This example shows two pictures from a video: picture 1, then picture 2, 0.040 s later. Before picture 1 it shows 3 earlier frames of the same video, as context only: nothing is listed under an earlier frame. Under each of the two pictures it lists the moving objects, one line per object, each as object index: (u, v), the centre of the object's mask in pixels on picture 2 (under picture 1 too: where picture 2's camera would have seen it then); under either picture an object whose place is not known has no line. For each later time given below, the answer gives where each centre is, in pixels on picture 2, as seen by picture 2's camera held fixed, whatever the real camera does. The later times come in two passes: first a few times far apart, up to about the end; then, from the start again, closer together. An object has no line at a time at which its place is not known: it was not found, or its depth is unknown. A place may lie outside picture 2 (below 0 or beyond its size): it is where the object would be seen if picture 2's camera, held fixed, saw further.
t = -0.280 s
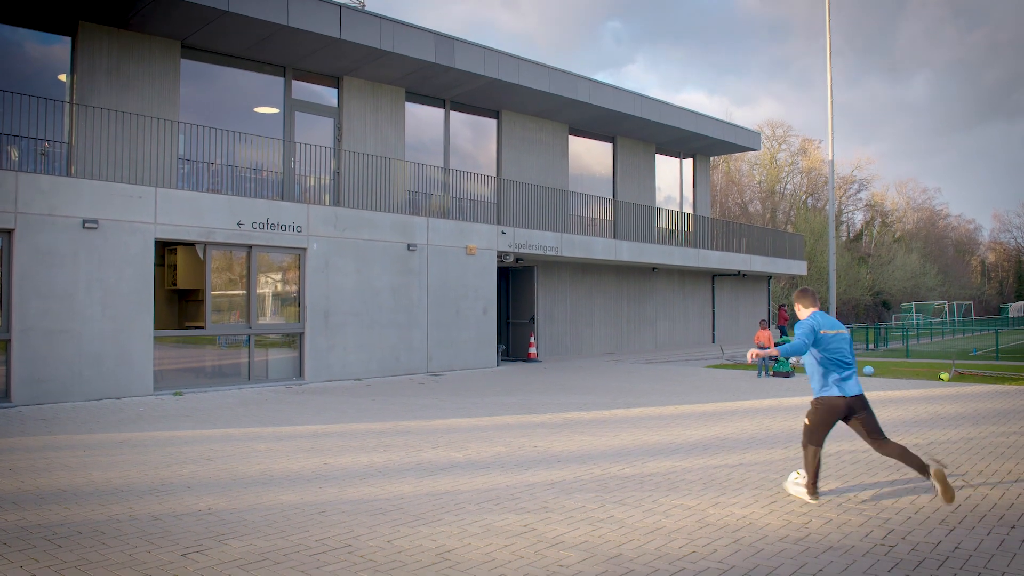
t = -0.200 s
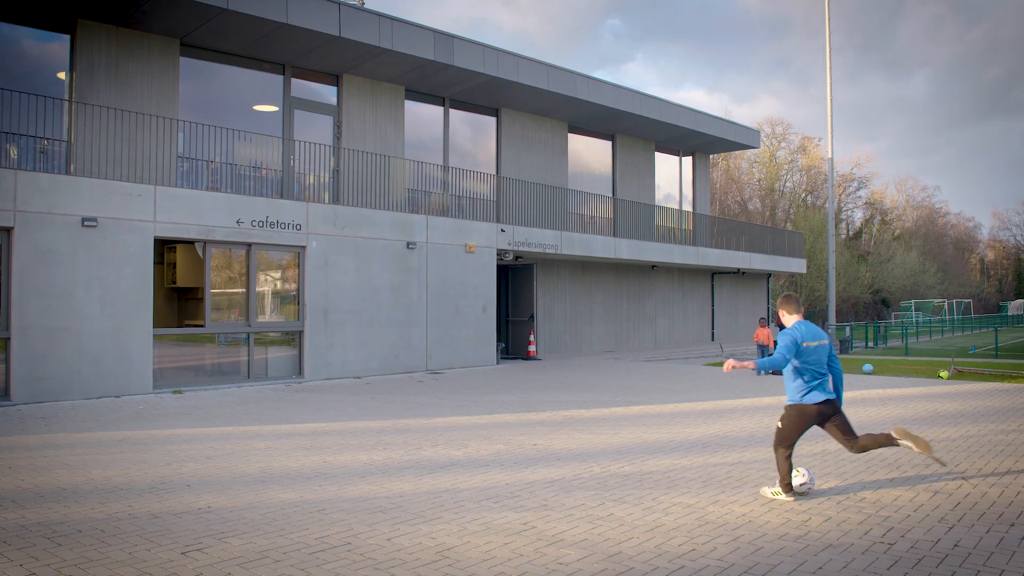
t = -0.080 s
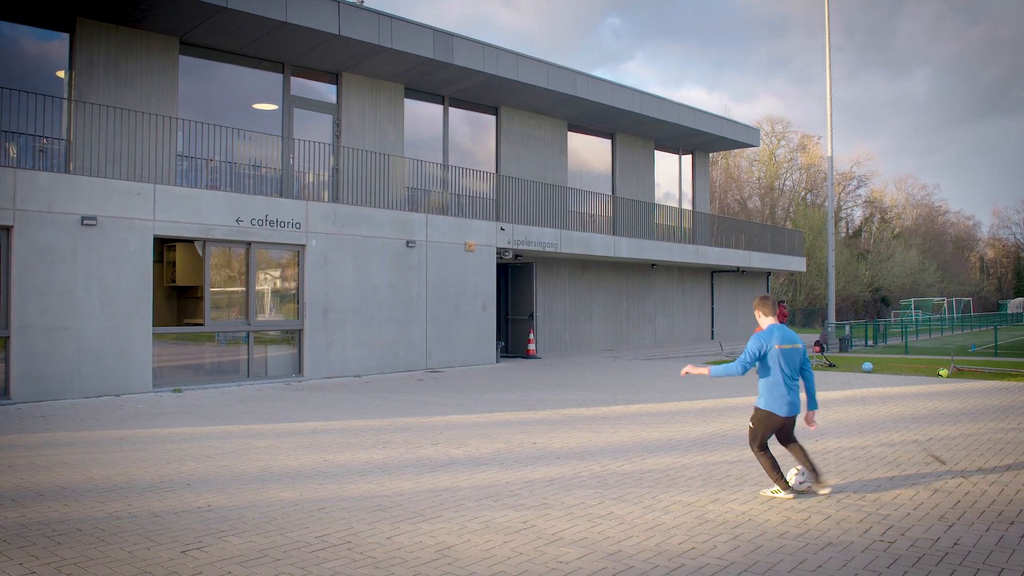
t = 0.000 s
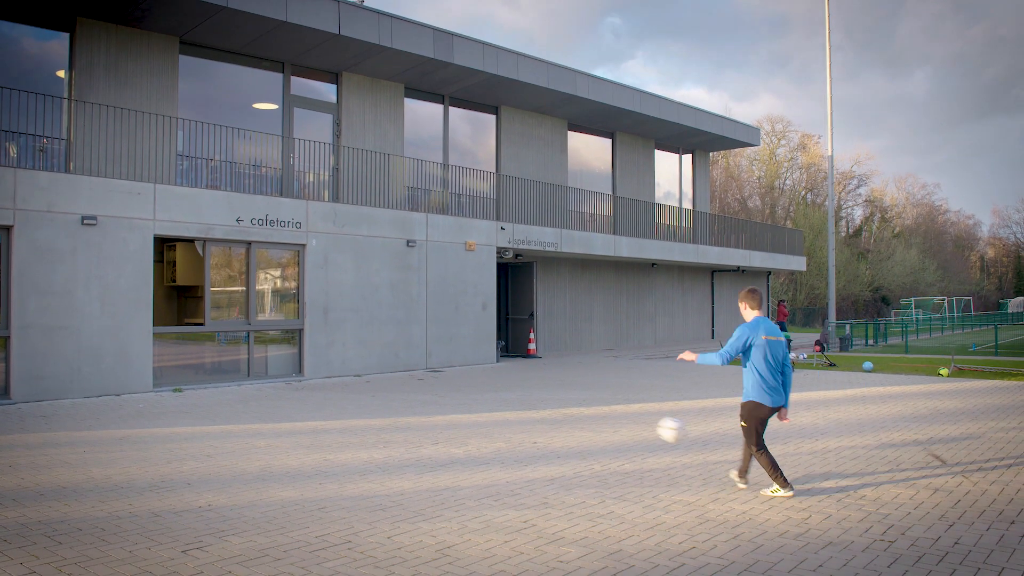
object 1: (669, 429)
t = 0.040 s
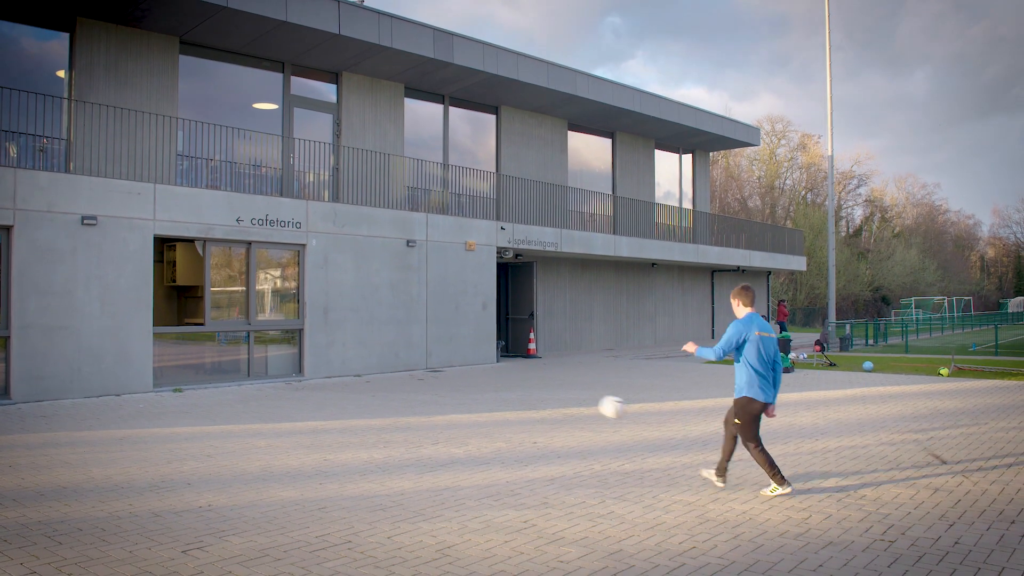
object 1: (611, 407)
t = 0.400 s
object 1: (285, 303)
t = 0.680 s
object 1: (157, 291)
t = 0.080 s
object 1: (559, 386)
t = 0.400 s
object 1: (285, 303)
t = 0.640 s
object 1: (170, 290)
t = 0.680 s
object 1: (157, 291)
